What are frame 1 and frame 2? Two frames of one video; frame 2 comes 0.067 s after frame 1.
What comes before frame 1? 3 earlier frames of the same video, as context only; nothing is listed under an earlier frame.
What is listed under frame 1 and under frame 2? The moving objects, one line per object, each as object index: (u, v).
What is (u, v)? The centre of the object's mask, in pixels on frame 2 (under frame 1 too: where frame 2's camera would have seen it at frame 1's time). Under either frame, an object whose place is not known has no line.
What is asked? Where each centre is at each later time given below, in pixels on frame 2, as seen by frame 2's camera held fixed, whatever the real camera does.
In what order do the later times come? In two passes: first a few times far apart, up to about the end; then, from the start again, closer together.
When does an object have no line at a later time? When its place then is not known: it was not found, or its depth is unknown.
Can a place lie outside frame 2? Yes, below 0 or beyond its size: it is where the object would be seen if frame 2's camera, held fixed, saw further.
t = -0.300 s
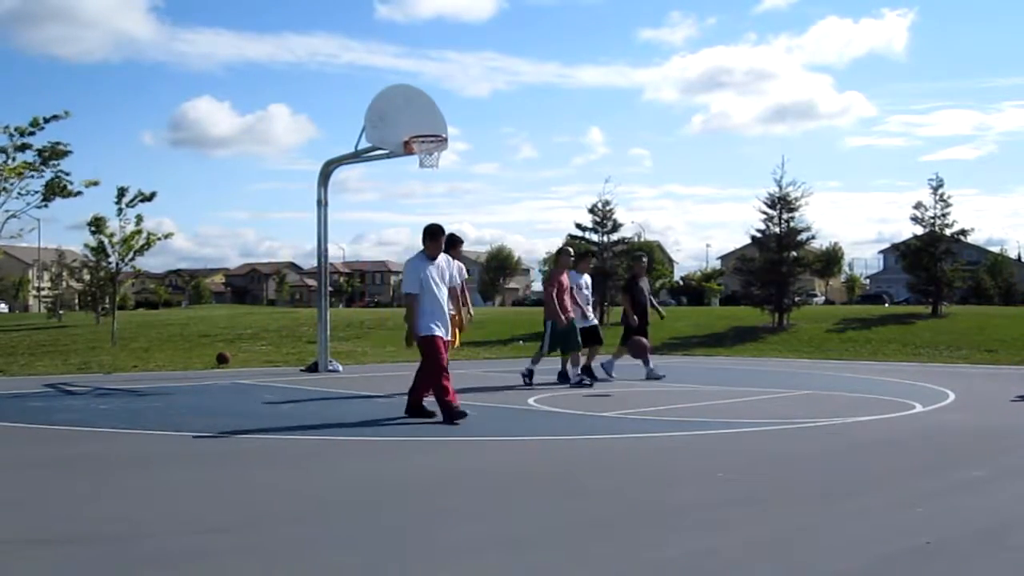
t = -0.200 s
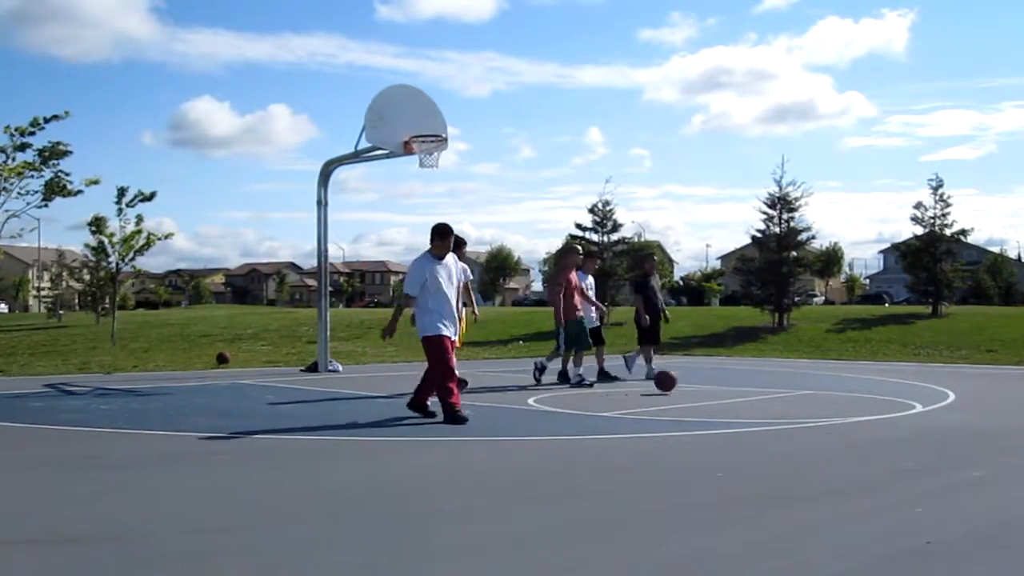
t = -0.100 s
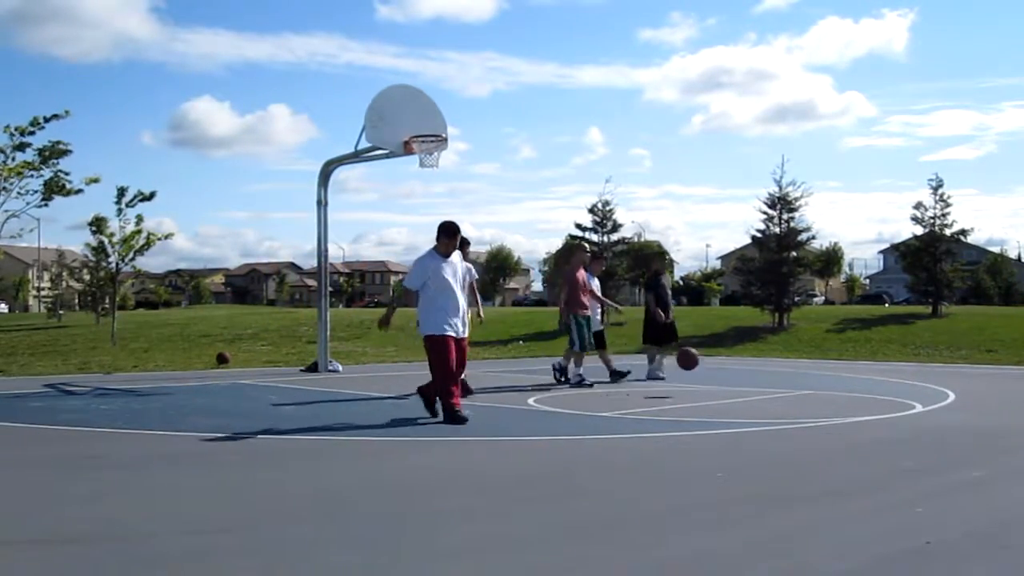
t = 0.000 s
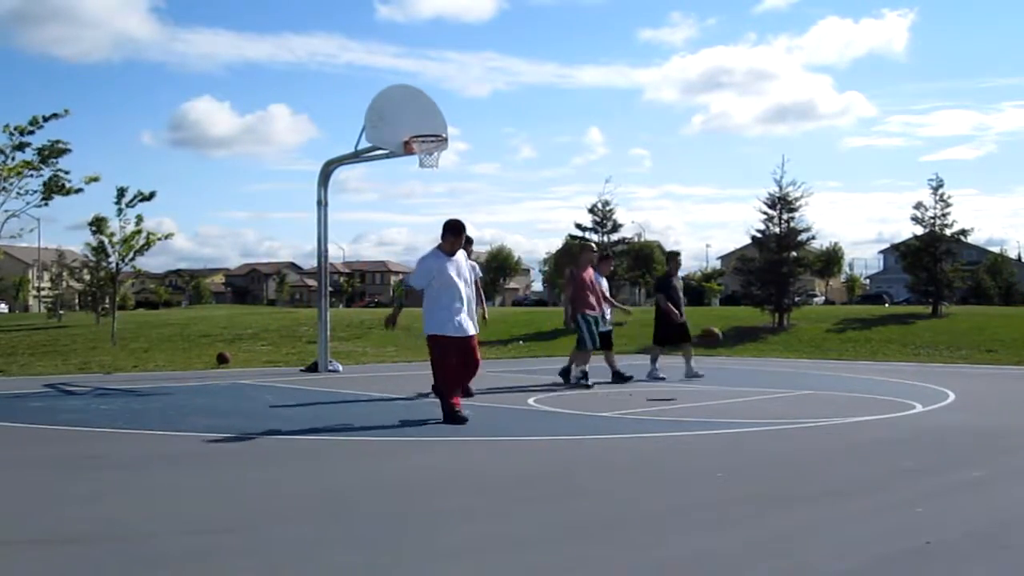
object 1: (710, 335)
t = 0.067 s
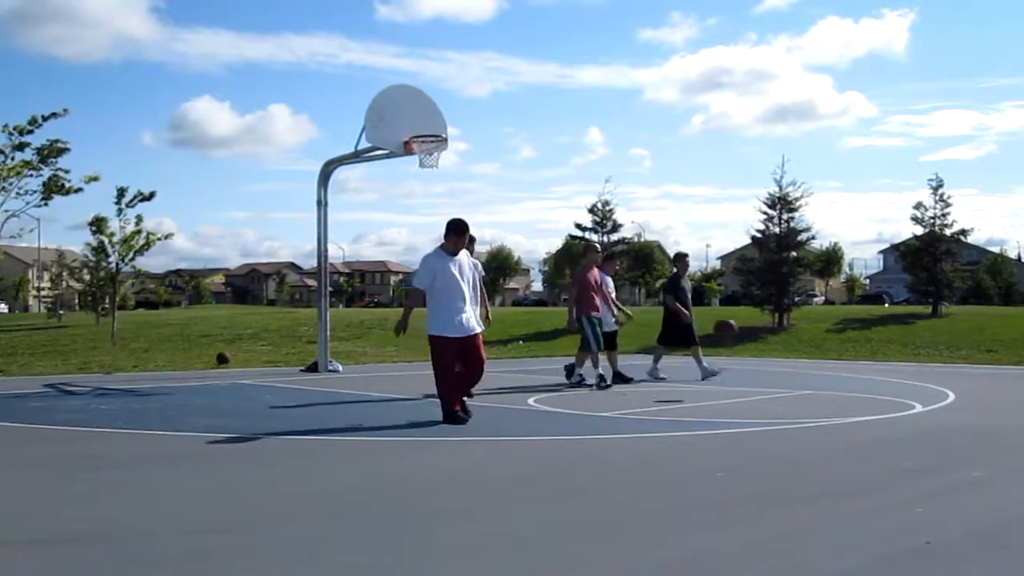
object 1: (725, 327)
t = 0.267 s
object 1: (772, 330)
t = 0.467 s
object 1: (821, 369)
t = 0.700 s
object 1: (881, 353)
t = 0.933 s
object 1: (943, 349)
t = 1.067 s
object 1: (980, 373)
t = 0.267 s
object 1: (772, 330)
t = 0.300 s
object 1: (782, 333)
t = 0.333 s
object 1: (788, 338)
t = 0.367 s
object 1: (797, 344)
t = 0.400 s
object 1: (805, 351)
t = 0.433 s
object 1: (813, 360)
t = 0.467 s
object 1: (821, 369)
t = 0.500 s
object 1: (830, 380)
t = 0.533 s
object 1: (838, 389)
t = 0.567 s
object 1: (846, 380)
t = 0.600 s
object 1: (854, 371)
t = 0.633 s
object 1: (863, 364)
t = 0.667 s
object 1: (871, 358)
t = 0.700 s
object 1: (881, 353)
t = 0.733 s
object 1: (889, 349)
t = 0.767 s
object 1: (898, 346)
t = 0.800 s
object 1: (907, 345)
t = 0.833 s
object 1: (916, 344)
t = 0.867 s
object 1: (924, 345)
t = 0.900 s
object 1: (934, 346)
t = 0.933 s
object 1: (943, 349)
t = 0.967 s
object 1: (952, 353)
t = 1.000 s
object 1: (961, 358)
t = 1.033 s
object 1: (970, 365)
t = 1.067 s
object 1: (980, 373)
